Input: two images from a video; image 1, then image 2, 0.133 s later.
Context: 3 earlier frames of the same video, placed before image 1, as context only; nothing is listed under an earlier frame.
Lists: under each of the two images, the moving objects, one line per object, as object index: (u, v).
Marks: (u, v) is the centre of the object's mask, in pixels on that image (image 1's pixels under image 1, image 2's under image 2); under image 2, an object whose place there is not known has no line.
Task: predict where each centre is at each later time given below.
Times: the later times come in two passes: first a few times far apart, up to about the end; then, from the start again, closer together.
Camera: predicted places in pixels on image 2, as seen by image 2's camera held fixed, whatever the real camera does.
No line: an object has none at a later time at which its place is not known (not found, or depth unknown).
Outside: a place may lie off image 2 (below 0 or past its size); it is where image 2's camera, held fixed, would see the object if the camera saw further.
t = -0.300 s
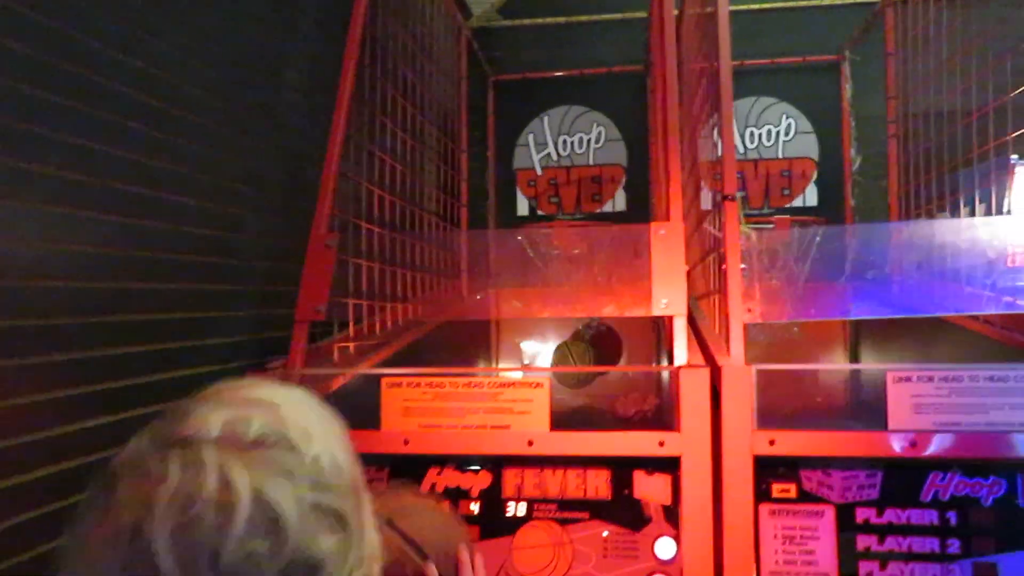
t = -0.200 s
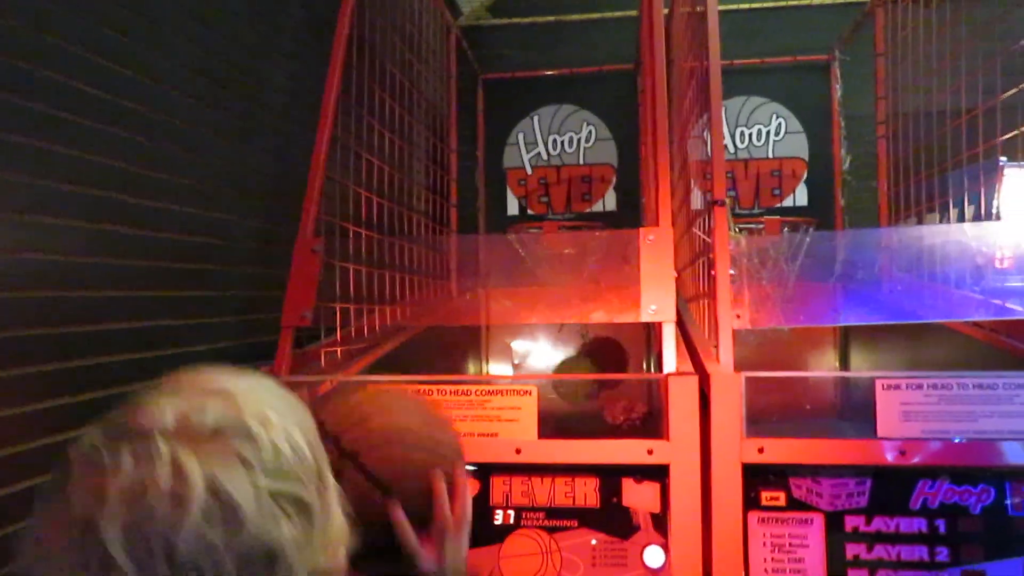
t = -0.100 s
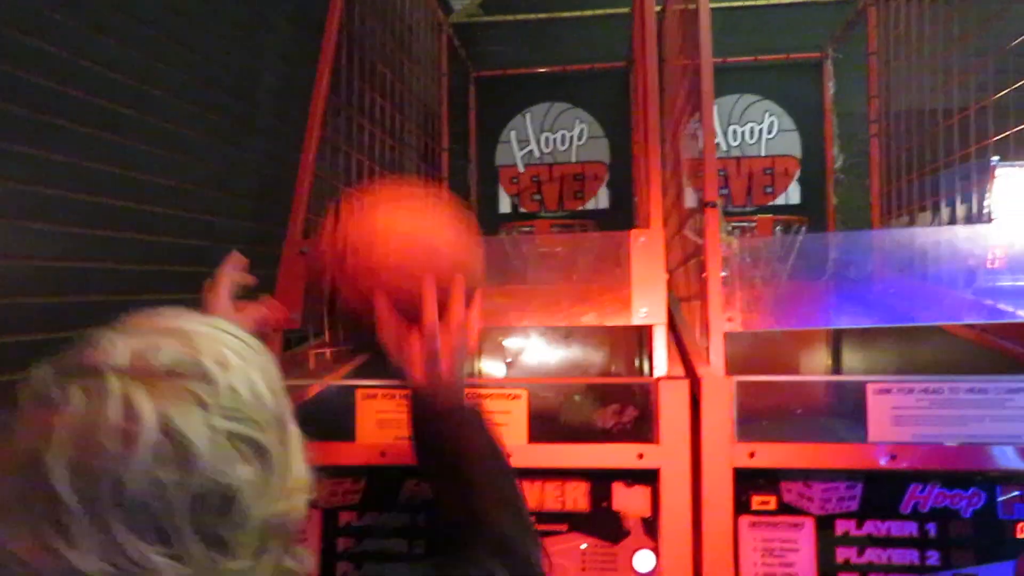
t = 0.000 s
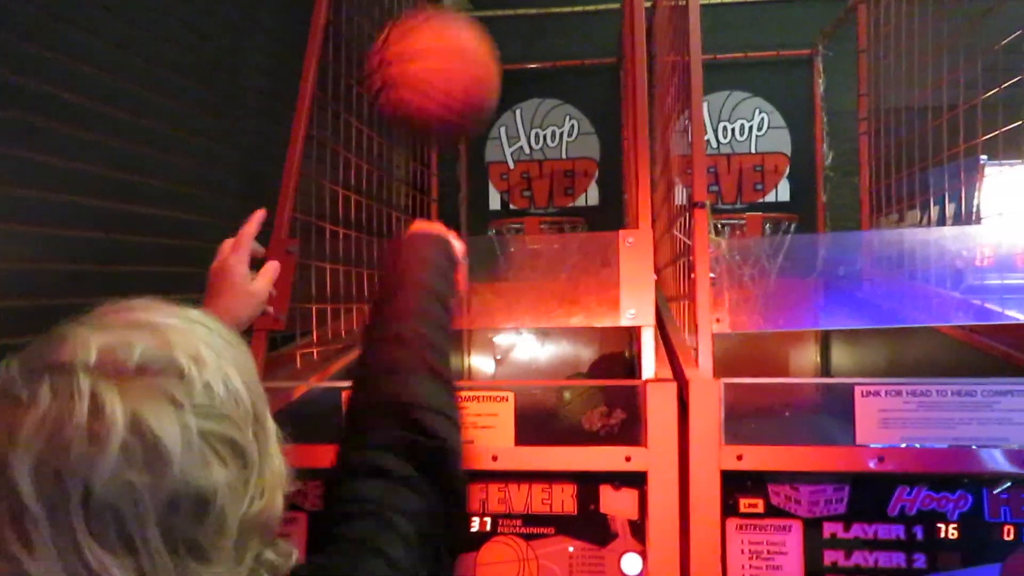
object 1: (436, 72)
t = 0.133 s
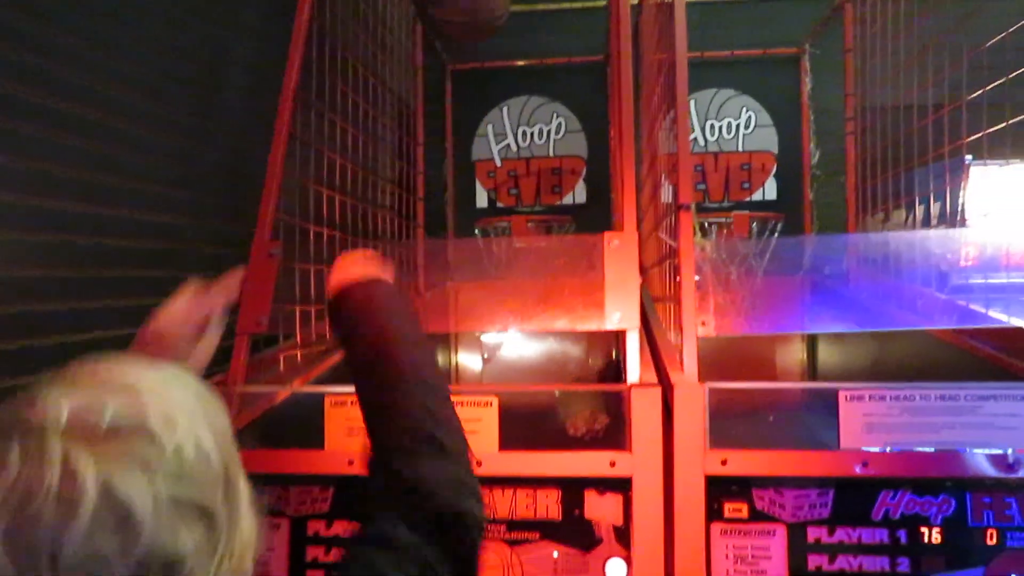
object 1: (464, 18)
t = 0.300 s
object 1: (493, 24)
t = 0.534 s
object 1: (518, 155)
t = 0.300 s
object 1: (493, 24)
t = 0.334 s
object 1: (499, 34)
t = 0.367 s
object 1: (503, 50)
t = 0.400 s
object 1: (507, 68)
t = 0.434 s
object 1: (511, 87)
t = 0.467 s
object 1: (514, 106)
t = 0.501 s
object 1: (516, 133)
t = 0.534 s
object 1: (518, 155)
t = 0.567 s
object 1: (521, 179)
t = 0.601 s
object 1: (524, 198)
